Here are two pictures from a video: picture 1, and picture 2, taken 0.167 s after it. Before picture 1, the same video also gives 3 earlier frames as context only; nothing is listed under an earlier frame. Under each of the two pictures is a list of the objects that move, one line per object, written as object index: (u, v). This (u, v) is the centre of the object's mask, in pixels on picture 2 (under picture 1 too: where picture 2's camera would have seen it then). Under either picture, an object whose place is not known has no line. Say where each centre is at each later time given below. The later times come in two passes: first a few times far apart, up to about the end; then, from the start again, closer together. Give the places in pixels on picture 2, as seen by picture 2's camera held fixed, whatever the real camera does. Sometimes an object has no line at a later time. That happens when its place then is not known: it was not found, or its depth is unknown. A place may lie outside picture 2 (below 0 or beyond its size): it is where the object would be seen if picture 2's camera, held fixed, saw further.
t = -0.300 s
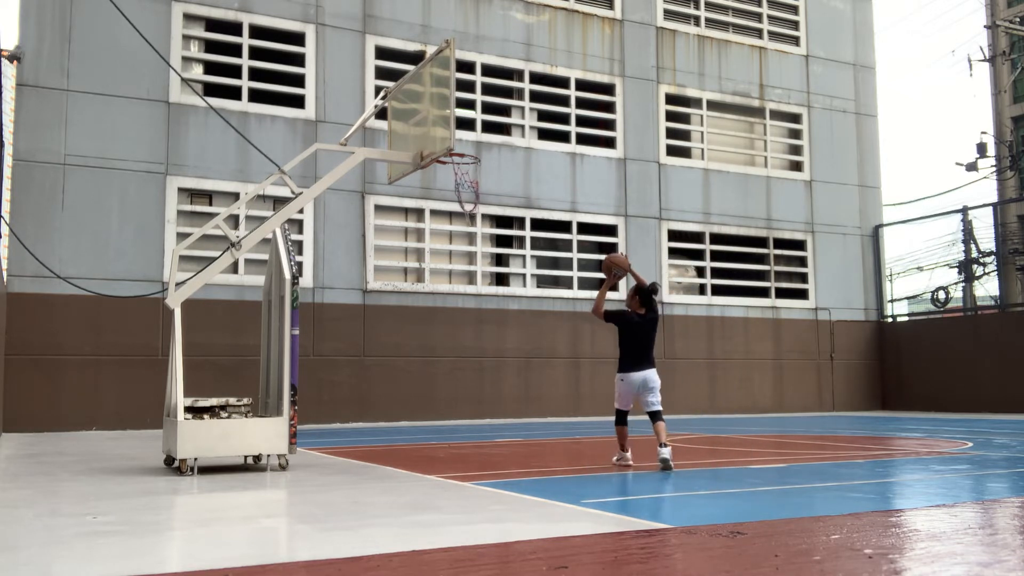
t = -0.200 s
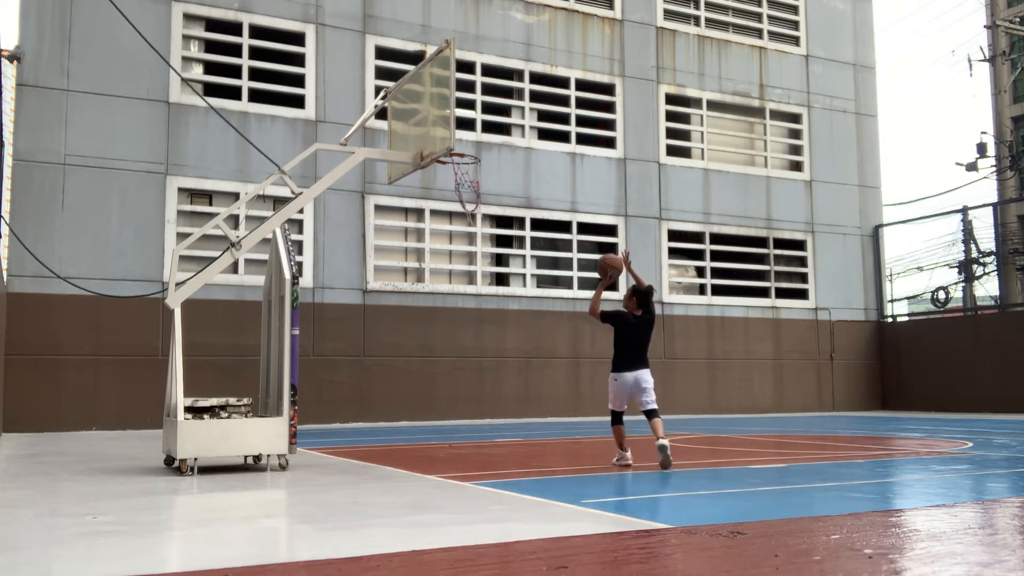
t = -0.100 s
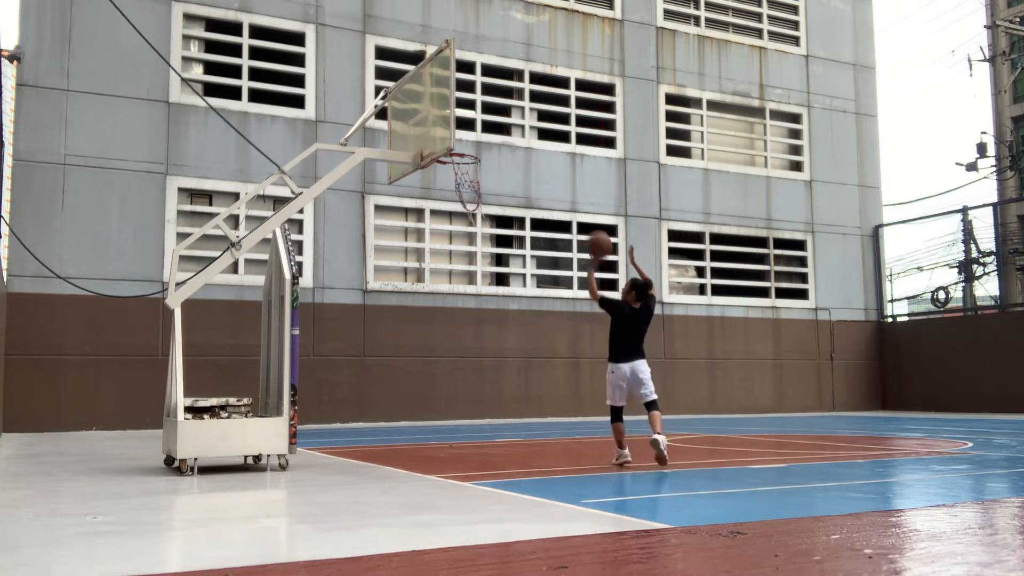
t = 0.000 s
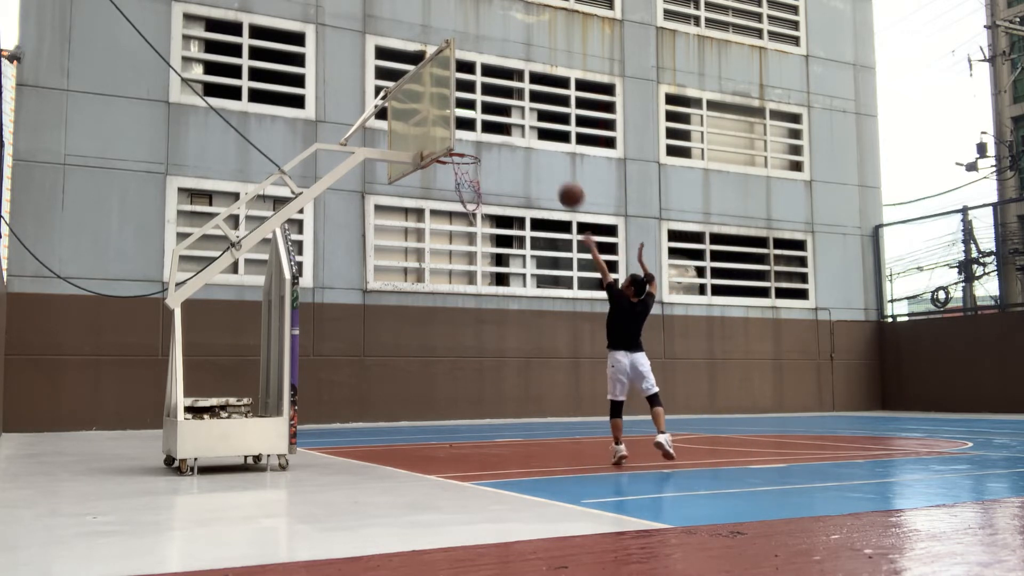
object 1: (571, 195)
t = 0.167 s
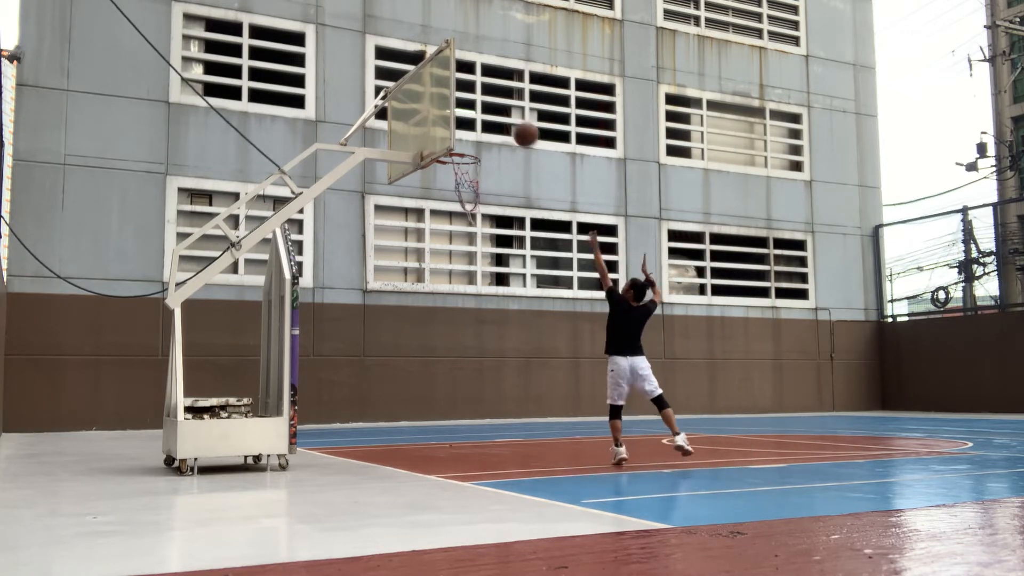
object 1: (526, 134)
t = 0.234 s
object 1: (508, 118)
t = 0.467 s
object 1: (459, 98)
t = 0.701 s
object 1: (462, 136)
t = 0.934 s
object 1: (452, 203)
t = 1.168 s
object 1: (434, 311)
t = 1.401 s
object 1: (416, 426)
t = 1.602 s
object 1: (398, 310)
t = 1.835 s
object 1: (377, 218)
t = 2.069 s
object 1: (354, 180)
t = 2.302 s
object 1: (329, 200)
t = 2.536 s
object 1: (300, 286)
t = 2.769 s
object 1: (265, 456)
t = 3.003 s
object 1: (243, 319)
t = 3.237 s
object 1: (219, 220)
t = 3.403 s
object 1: (200, 190)
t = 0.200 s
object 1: (517, 126)
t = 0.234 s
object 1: (508, 118)
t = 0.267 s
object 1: (500, 113)
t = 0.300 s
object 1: (492, 107)
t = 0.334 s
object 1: (484, 103)
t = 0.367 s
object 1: (476, 100)
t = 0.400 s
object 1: (467, 98)
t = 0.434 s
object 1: (463, 98)
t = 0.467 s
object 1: (459, 98)
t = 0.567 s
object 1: (454, 107)
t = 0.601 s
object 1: (459, 115)
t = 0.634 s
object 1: (460, 121)
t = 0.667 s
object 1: (461, 128)
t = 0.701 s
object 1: (462, 136)
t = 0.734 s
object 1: (463, 145)
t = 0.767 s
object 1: (462, 156)
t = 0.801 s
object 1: (463, 166)
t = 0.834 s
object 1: (460, 173)
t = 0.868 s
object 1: (458, 181)
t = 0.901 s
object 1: (455, 192)
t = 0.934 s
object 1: (452, 203)
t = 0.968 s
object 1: (450, 215)
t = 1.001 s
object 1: (448, 228)
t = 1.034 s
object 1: (445, 242)
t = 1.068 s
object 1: (442, 257)
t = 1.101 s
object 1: (440, 274)
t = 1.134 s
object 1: (437, 292)
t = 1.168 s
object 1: (434, 311)
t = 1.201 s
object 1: (432, 331)
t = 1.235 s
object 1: (429, 353)
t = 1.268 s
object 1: (426, 376)
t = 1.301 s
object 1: (424, 400)
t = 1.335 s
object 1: (421, 425)
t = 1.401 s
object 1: (416, 426)
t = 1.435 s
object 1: (413, 404)
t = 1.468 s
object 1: (410, 383)
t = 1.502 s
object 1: (408, 362)
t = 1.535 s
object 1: (405, 343)
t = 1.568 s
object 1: (402, 325)
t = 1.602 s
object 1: (398, 310)
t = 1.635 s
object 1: (396, 292)
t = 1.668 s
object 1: (392, 277)
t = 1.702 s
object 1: (390, 263)
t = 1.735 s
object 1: (387, 250)
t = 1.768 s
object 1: (383, 239)
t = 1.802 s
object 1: (380, 228)
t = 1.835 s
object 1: (377, 218)
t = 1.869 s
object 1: (374, 209)
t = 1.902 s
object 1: (371, 202)
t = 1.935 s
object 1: (367, 195)
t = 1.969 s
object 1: (364, 190)
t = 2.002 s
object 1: (361, 185)
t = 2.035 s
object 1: (357, 182)
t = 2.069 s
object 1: (354, 180)
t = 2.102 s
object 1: (350, 179)
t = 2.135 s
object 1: (347, 180)
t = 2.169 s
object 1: (343, 181)
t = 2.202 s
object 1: (340, 184)
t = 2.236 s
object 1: (336, 188)
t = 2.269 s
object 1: (332, 193)
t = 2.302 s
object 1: (329, 200)
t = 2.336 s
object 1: (325, 208)
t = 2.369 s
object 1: (321, 217)
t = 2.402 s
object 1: (317, 228)
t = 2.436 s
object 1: (313, 240)
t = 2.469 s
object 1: (309, 254)
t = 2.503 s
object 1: (304, 269)
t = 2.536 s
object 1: (300, 286)
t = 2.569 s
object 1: (294, 305)
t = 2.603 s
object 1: (291, 325)
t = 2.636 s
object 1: (285, 347)
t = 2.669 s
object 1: (281, 372)
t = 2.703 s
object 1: (276, 399)
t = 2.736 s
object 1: (271, 426)
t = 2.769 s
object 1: (265, 456)
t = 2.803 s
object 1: (260, 458)
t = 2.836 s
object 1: (258, 432)
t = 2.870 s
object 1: (255, 406)
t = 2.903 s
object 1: (253, 381)
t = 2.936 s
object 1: (250, 359)
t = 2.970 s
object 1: (246, 338)
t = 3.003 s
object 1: (243, 319)
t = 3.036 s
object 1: (239, 302)
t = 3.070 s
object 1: (236, 285)
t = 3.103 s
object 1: (233, 269)
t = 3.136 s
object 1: (229, 254)
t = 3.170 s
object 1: (226, 241)
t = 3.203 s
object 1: (222, 229)
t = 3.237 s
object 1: (219, 220)
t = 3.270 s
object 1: (215, 211)
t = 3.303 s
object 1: (211, 204)
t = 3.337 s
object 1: (207, 197)
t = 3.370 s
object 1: (204, 193)
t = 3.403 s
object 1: (200, 190)
